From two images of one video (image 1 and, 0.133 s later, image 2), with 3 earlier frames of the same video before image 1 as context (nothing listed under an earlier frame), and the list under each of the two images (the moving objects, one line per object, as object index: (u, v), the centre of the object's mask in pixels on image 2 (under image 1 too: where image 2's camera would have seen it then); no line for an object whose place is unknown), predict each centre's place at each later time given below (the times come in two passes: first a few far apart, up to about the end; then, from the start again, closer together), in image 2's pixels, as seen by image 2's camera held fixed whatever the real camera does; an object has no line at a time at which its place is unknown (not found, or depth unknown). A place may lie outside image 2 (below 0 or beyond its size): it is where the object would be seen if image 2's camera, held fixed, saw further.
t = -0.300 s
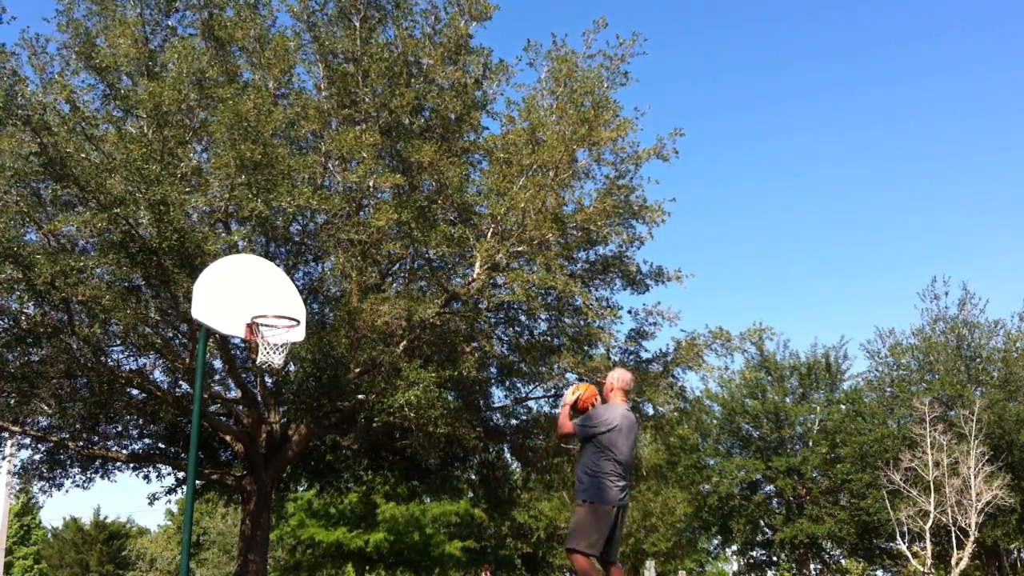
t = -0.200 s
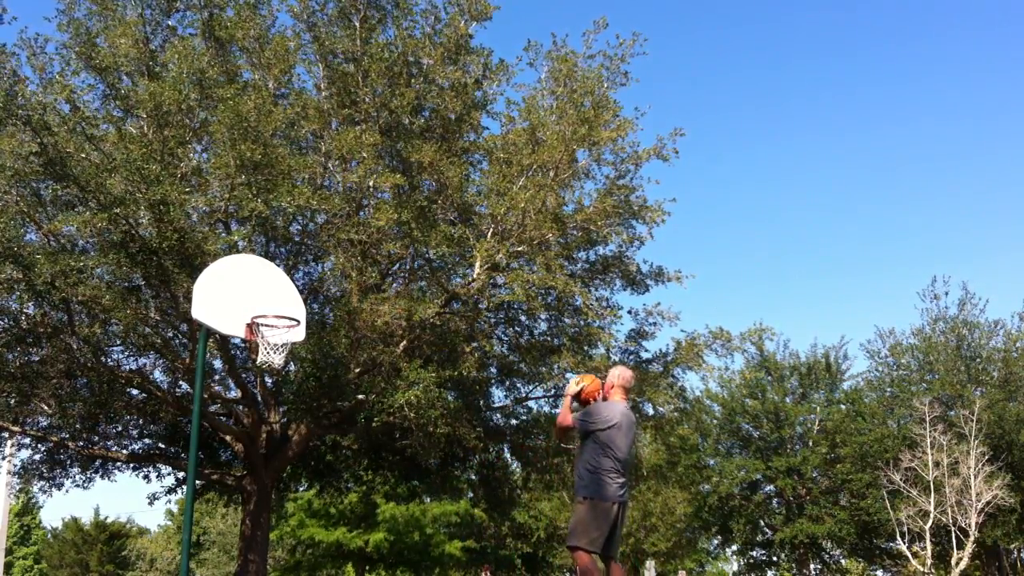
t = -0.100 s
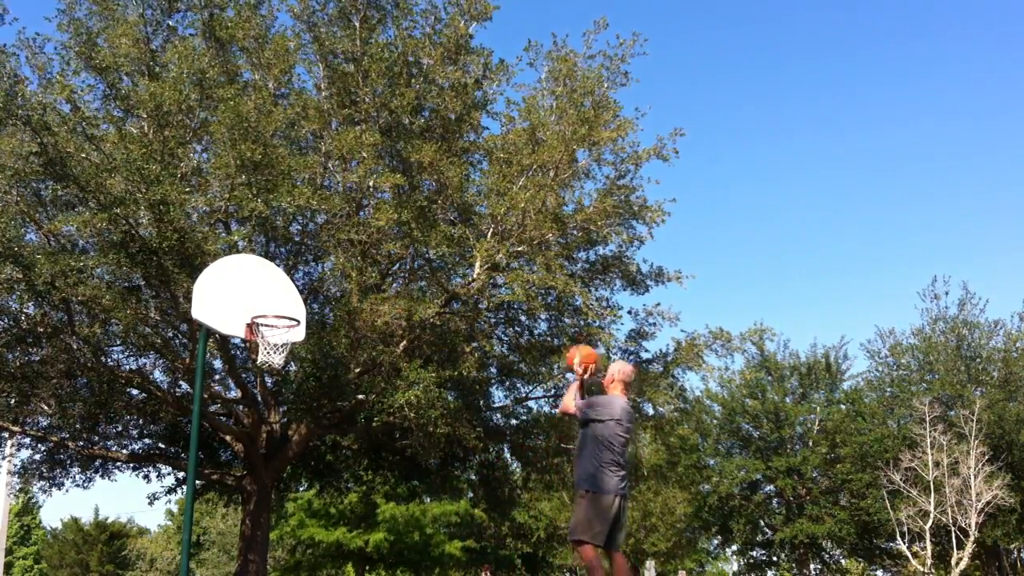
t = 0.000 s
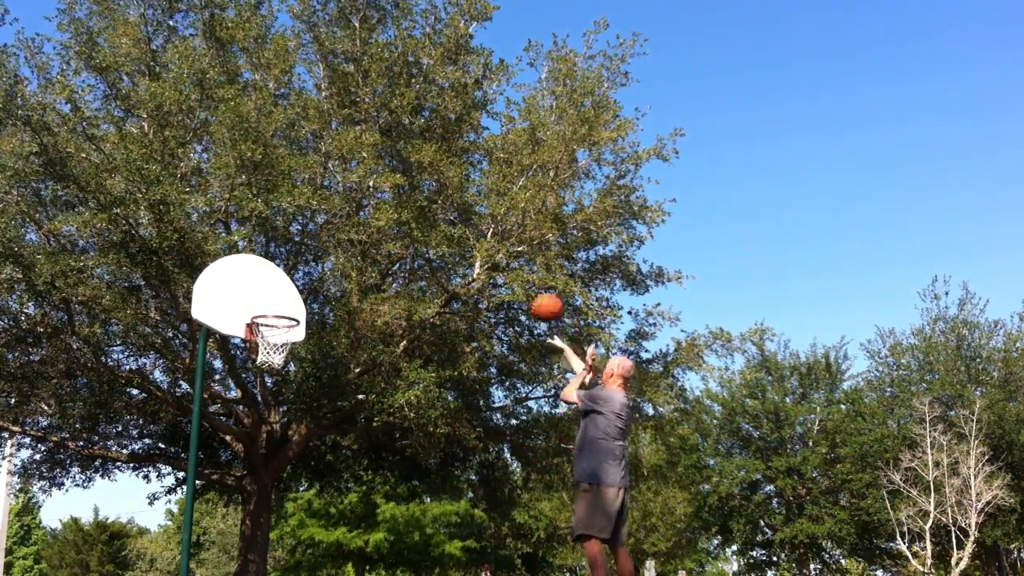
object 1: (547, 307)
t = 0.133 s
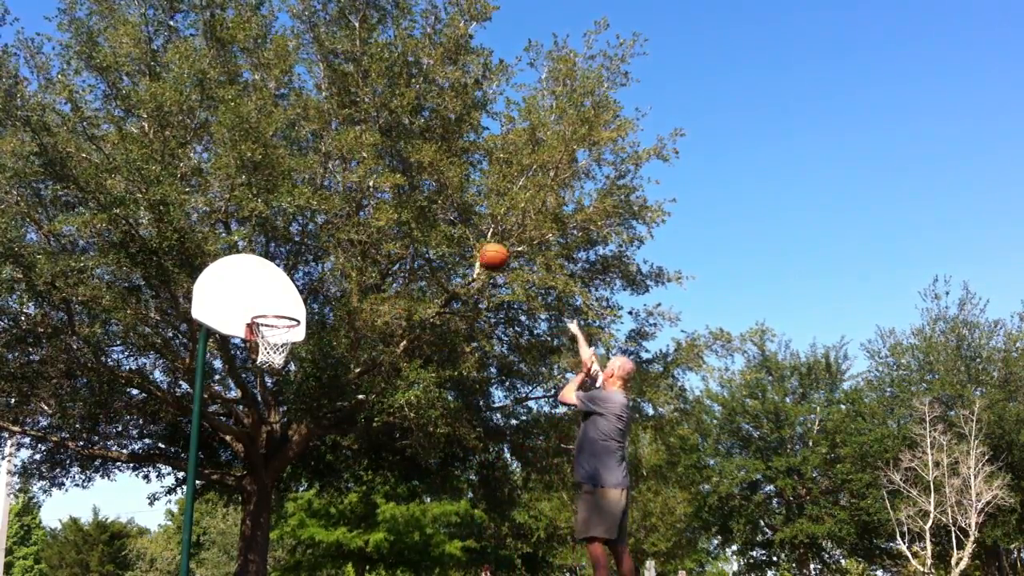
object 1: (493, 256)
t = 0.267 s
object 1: (446, 229)
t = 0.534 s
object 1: (362, 232)
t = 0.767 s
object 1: (299, 290)
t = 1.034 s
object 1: (263, 363)
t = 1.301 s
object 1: (266, 435)
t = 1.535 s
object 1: (266, 570)
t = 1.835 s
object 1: (283, 513)
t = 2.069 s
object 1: (299, 462)
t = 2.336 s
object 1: (316, 477)
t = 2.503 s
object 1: (324, 534)
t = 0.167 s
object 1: (481, 248)
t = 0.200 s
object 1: (468, 240)
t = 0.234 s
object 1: (457, 234)
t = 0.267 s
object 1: (446, 229)
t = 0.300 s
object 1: (434, 225)
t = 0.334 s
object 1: (423, 223)
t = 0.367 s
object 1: (413, 221)
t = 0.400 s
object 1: (402, 222)
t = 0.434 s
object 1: (393, 223)
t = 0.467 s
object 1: (382, 225)
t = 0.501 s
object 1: (372, 228)
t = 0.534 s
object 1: (362, 232)
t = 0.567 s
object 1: (353, 237)
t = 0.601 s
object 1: (344, 244)
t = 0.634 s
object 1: (334, 251)
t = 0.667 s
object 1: (326, 259)
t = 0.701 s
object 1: (318, 268)
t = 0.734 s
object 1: (307, 279)
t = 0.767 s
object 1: (299, 290)
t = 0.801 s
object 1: (291, 302)
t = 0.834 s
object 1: (281, 315)
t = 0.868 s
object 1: (272, 328)
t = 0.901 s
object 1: (269, 336)
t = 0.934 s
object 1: (261, 352)
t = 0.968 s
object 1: (266, 358)
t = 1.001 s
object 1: (265, 359)
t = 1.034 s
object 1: (263, 363)
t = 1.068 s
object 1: (263, 365)
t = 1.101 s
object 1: (265, 369)
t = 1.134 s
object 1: (266, 378)
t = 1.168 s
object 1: (265, 387)
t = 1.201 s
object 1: (266, 397)
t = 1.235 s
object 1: (266, 409)
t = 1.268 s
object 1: (267, 421)
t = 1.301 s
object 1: (266, 435)
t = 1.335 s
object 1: (266, 451)
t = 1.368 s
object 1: (266, 468)
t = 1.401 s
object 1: (266, 486)
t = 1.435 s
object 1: (266, 506)
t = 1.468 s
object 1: (266, 528)
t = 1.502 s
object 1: (266, 552)
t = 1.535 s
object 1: (266, 570)
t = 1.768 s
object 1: (278, 539)
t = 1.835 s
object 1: (283, 513)
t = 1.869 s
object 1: (286, 504)
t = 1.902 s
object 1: (288, 493)
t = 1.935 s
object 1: (291, 485)
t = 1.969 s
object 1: (293, 478)
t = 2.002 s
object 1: (295, 471)
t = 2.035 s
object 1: (297, 466)
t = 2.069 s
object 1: (299, 462)
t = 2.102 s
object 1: (301, 460)
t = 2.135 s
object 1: (303, 458)
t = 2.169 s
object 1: (306, 458)
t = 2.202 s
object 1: (307, 458)
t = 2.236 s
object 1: (310, 462)
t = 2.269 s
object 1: (311, 466)
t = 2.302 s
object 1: (314, 471)
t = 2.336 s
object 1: (316, 477)
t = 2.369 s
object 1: (318, 485)
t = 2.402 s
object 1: (319, 496)
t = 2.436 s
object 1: (320, 505)
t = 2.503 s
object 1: (324, 534)
